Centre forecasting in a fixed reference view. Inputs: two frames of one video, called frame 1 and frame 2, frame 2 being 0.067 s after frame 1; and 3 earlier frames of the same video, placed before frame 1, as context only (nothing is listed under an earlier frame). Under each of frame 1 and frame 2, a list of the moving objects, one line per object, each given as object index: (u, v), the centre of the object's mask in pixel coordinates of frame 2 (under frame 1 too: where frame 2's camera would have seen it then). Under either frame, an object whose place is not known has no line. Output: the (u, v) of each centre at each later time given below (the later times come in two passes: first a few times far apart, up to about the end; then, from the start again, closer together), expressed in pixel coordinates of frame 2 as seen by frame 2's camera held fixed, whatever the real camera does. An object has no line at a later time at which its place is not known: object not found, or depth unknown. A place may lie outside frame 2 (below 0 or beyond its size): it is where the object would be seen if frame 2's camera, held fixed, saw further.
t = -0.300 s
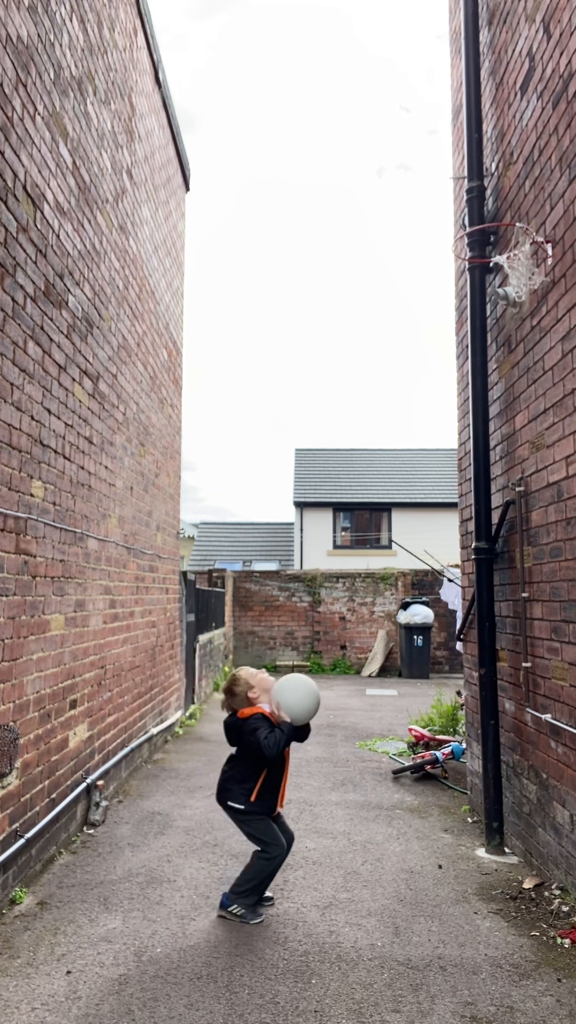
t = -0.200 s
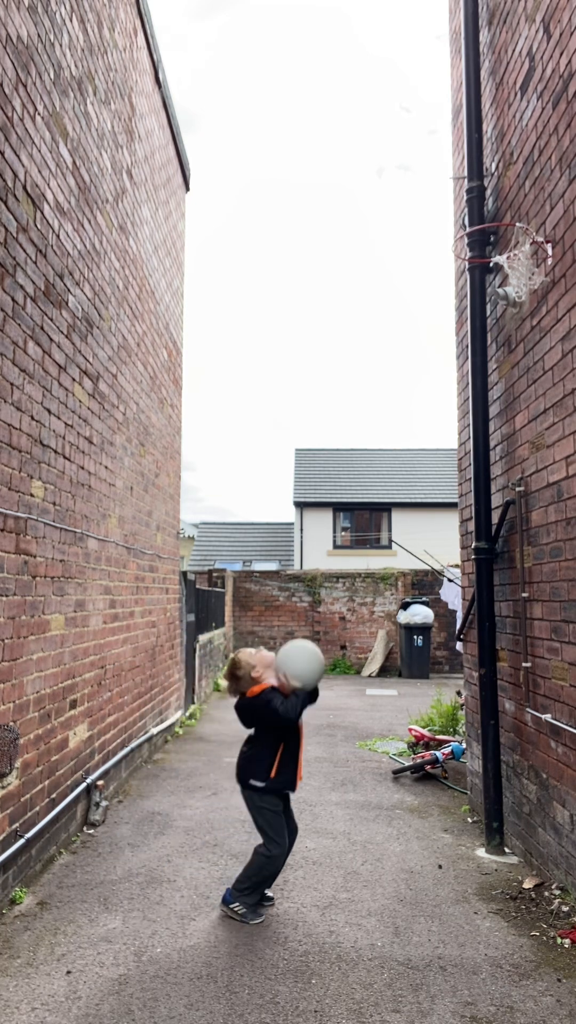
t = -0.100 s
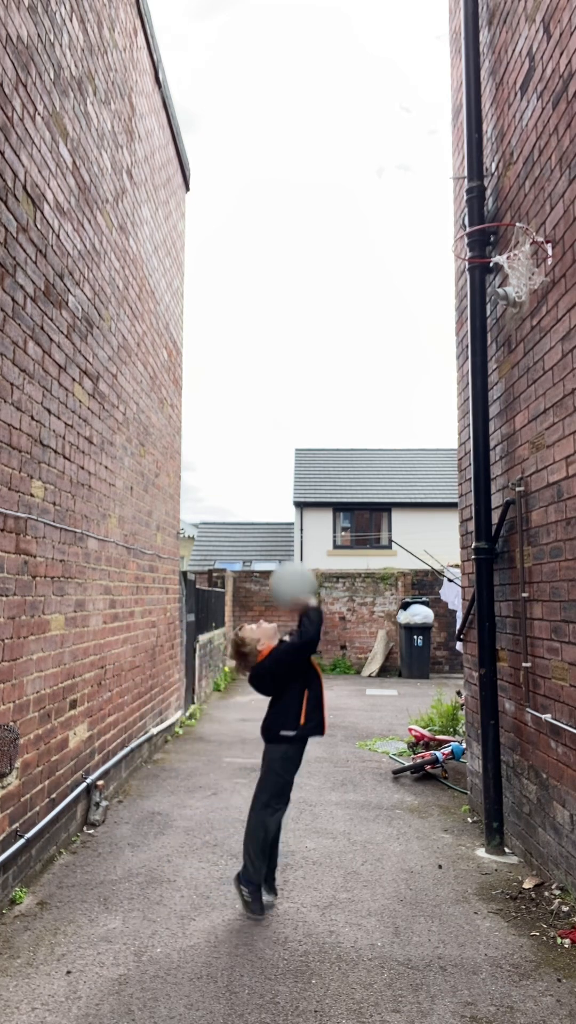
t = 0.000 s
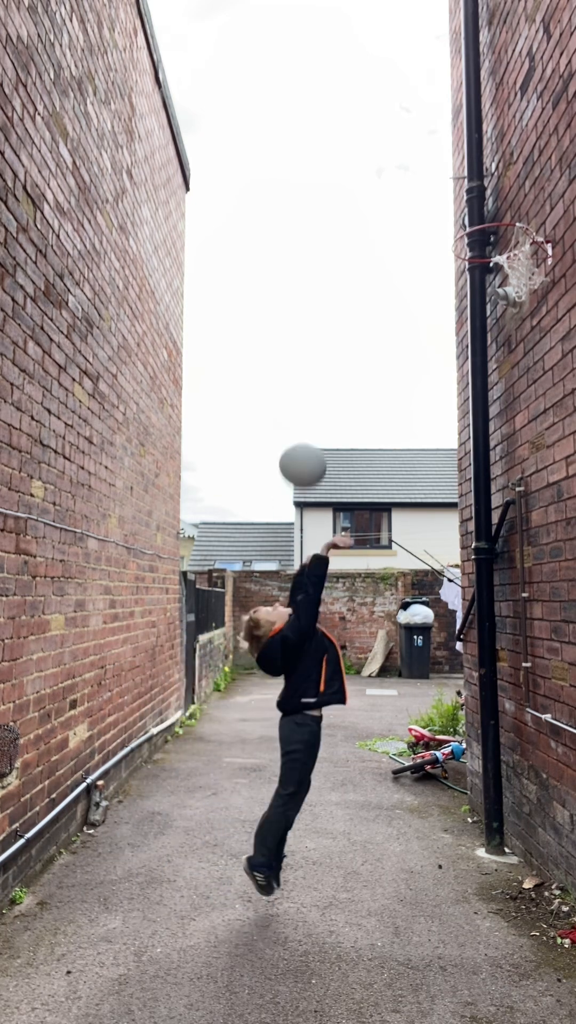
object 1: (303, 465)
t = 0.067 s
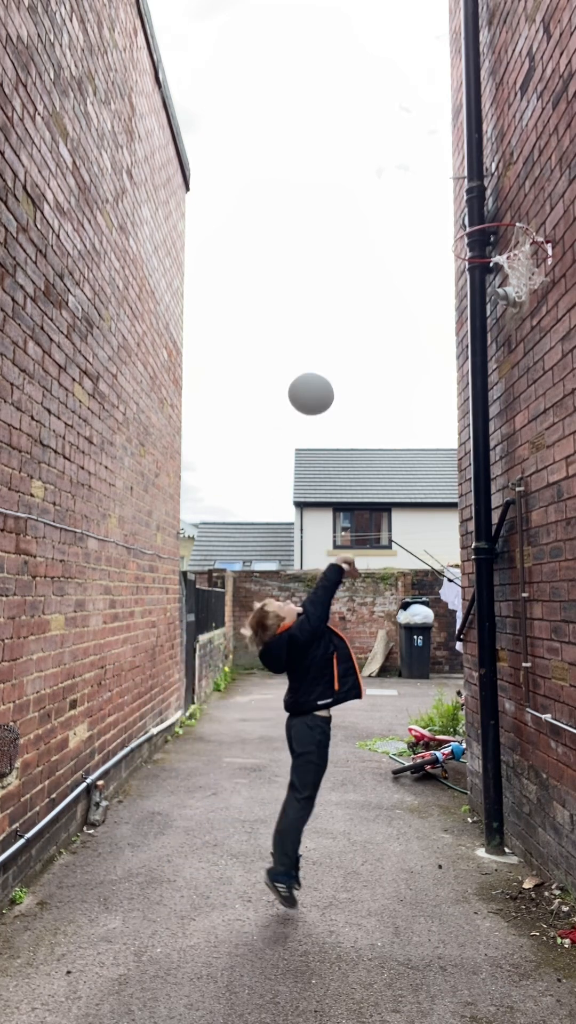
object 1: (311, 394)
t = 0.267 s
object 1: (335, 240)
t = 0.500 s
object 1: (362, 166)
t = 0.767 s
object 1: (394, 211)
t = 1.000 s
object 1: (424, 365)
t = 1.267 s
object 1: (463, 686)
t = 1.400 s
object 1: (480, 888)
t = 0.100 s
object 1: (315, 363)
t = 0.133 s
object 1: (319, 333)
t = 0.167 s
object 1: (323, 306)
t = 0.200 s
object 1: (327, 282)
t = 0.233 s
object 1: (331, 260)
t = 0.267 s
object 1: (335, 240)
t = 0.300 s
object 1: (339, 223)
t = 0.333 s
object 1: (342, 208)
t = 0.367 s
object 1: (346, 195)
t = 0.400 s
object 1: (350, 185)
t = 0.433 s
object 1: (354, 176)
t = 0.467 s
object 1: (358, 170)
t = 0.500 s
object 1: (362, 166)
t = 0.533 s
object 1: (366, 165)
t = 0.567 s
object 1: (370, 165)
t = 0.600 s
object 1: (374, 167)
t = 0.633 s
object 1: (378, 172)
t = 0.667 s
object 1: (382, 178)
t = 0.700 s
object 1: (386, 187)
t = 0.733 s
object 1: (390, 198)
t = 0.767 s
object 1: (394, 211)
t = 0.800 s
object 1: (398, 226)
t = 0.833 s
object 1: (402, 244)
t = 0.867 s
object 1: (407, 264)
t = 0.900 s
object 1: (411, 286)
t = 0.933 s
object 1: (415, 310)
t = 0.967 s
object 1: (419, 337)
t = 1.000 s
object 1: (424, 365)
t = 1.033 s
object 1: (428, 397)
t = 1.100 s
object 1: (438, 467)
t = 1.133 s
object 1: (442, 504)
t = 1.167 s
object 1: (448, 547)
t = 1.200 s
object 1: (452, 590)
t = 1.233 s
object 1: (457, 638)
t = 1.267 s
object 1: (463, 686)
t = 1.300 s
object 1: (469, 740)
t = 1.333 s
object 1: (473, 797)
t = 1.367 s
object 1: (478, 857)
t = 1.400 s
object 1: (480, 888)
